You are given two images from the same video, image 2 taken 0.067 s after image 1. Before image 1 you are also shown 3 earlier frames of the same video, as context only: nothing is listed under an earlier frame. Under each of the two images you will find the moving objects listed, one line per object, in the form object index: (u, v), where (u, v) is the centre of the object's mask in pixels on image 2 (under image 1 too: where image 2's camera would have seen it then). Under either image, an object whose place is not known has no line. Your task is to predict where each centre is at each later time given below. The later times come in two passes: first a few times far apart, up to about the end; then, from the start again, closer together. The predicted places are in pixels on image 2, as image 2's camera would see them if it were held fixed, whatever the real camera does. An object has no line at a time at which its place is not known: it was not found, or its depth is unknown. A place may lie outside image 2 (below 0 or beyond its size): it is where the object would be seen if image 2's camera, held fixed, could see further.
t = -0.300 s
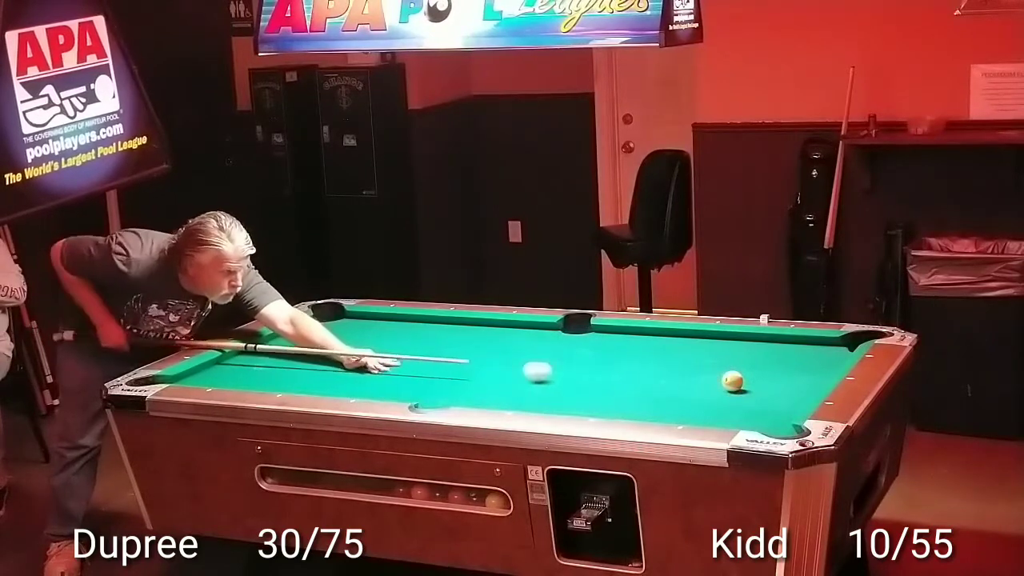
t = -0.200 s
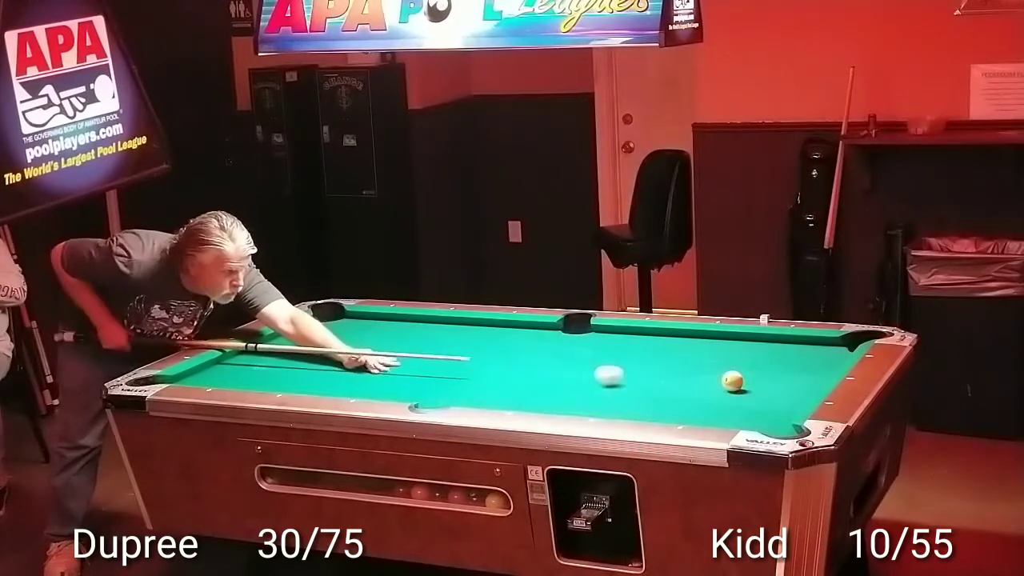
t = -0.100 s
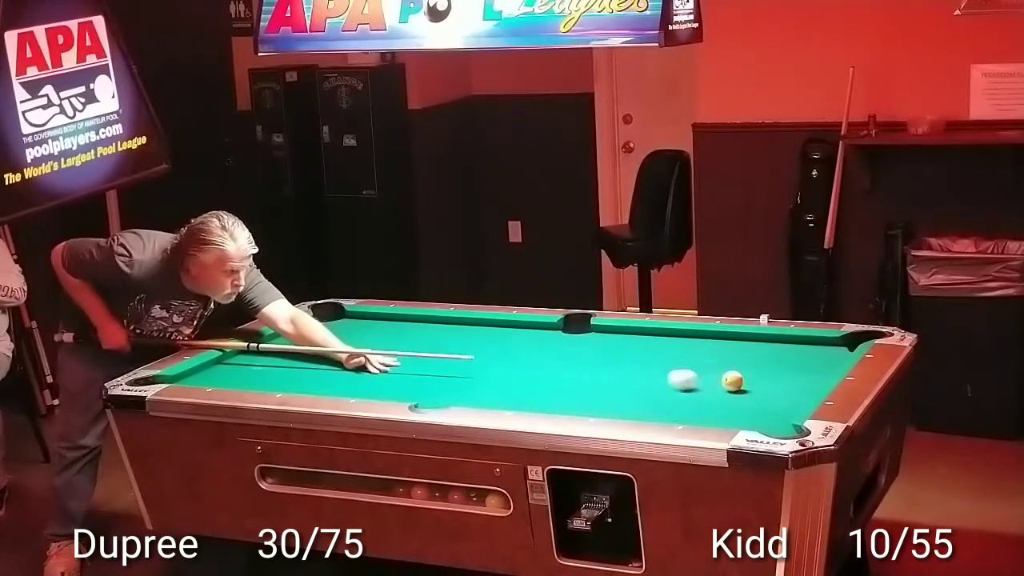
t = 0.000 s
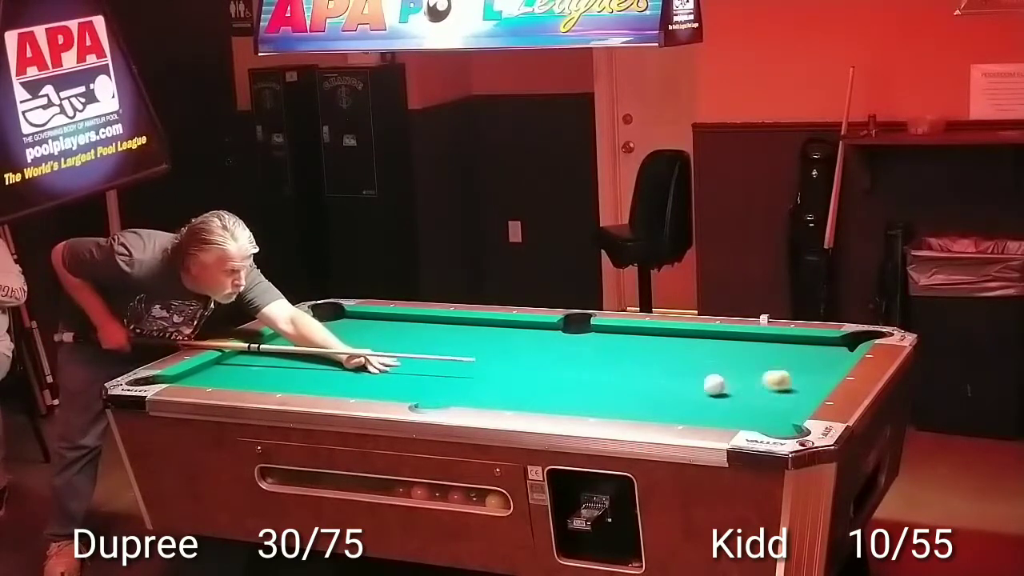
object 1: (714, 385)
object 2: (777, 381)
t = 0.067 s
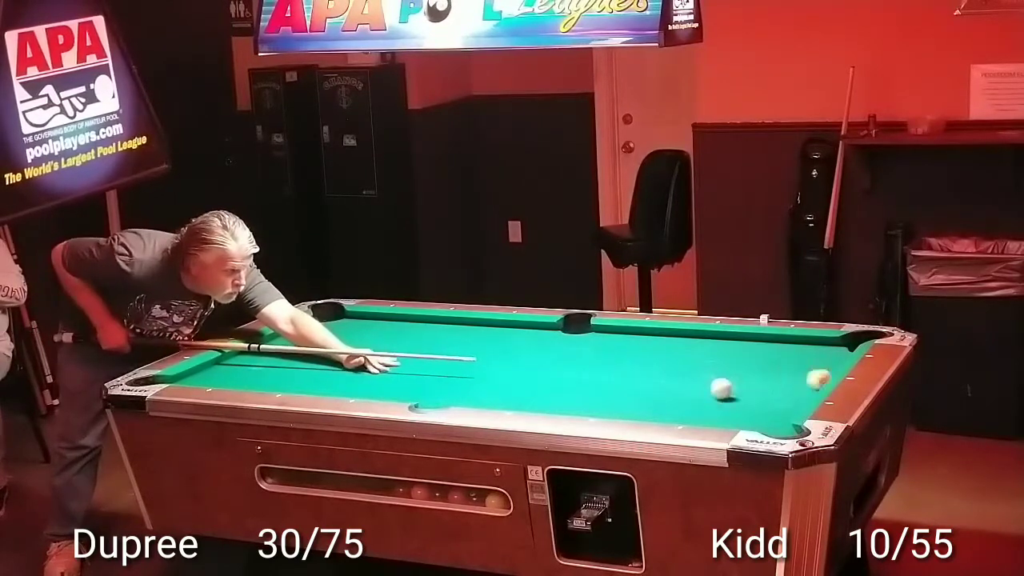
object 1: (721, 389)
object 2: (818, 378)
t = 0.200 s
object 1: (748, 396)
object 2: (785, 374)
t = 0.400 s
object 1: (791, 407)
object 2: (732, 367)
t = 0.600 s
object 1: (759, 413)
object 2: (684, 360)
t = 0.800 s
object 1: (723, 417)
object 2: (640, 354)
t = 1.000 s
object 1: (688, 419)
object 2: (598, 348)
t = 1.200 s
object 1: (667, 415)
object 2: (559, 342)
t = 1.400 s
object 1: (650, 411)
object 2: (522, 337)
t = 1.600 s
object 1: (634, 408)
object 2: (488, 332)
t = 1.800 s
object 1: (619, 403)
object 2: (455, 327)
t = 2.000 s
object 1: (605, 398)
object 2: (424, 322)
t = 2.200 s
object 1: (591, 394)
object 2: (396, 318)
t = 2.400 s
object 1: (579, 390)
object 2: (368, 316)
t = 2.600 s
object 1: (567, 387)
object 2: (338, 315)
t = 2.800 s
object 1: (557, 383)
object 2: (323, 314)
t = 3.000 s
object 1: (547, 380)
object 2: (332, 319)
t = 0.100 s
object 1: (726, 390)
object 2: (813, 379)
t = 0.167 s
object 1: (740, 394)
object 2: (794, 376)
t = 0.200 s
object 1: (748, 396)
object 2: (785, 374)
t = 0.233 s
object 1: (755, 398)
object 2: (776, 373)
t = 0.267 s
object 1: (762, 400)
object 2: (767, 372)
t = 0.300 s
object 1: (769, 402)
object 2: (758, 371)
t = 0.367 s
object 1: (784, 406)
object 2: (741, 368)
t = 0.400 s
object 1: (791, 407)
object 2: (732, 367)
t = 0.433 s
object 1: (789, 408)
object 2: (724, 366)
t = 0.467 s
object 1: (783, 410)
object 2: (716, 365)
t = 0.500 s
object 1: (778, 411)
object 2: (708, 364)
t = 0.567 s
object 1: (765, 412)
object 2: (692, 361)
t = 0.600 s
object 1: (759, 413)
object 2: (684, 360)
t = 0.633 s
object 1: (753, 414)
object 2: (677, 359)
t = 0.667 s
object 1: (747, 414)
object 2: (669, 358)
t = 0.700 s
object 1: (741, 415)
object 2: (661, 357)
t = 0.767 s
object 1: (729, 417)
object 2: (647, 355)
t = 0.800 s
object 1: (723, 417)
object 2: (640, 354)
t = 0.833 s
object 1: (717, 417)
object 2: (632, 353)
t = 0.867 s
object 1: (711, 417)
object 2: (626, 352)
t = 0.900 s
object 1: (705, 418)
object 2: (618, 351)
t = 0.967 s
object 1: (693, 418)
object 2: (605, 349)
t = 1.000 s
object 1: (688, 419)
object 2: (598, 348)
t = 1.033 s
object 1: (682, 419)
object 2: (591, 347)
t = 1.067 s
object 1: (679, 418)
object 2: (584, 346)
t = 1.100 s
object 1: (677, 417)
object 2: (578, 345)
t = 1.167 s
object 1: (670, 416)
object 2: (565, 343)
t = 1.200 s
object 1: (667, 415)
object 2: (559, 342)
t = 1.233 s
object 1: (664, 414)
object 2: (552, 341)
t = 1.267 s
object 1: (661, 414)
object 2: (546, 341)
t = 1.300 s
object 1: (658, 413)
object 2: (540, 340)
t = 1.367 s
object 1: (652, 412)
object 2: (528, 338)
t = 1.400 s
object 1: (650, 411)
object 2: (522, 337)
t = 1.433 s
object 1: (647, 411)
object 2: (516, 336)
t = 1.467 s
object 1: (645, 410)
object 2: (510, 335)
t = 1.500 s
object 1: (642, 410)
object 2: (504, 334)
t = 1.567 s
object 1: (637, 408)
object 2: (493, 333)
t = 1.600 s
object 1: (634, 408)
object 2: (488, 332)
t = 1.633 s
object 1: (631, 407)
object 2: (482, 331)
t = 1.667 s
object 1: (629, 406)
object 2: (476, 330)
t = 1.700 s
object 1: (626, 405)
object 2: (471, 329)
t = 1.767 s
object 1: (621, 404)
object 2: (460, 328)
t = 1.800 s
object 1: (619, 403)
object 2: (455, 327)
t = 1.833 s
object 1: (617, 402)
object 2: (450, 326)
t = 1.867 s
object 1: (614, 401)
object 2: (444, 325)
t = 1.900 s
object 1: (612, 400)
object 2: (439, 325)
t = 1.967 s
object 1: (607, 399)
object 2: (429, 323)
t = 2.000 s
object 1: (605, 398)
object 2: (424, 322)
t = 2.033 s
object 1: (602, 398)
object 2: (419, 322)
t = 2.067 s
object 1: (600, 397)
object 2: (414, 321)
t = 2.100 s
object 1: (598, 397)
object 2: (410, 321)
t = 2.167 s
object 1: (593, 395)
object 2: (400, 319)
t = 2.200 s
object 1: (591, 394)
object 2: (396, 318)
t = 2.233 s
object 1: (589, 394)
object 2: (391, 318)
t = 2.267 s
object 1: (587, 393)
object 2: (386, 317)
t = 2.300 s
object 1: (585, 393)
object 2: (382, 316)
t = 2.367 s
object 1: (581, 391)
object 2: (372, 316)
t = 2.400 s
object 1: (579, 390)
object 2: (368, 316)
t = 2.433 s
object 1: (577, 390)
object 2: (362, 316)
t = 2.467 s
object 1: (575, 389)
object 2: (357, 316)
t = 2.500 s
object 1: (573, 389)
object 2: (353, 315)
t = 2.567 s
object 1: (569, 388)
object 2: (343, 315)
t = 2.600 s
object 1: (567, 387)
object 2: (338, 315)
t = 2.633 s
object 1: (565, 386)
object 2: (334, 315)
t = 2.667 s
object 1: (563, 385)
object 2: (329, 315)
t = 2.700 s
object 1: (562, 385)
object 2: (324, 315)
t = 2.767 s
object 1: (558, 384)
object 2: (322, 314)
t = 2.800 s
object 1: (557, 383)
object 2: (323, 314)
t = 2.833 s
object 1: (555, 383)
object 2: (325, 314)
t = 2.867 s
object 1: (553, 382)
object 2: (328, 313)
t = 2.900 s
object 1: (551, 382)
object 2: (329, 313)
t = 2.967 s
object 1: (548, 381)
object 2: (331, 316)
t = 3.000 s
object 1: (547, 380)
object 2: (332, 319)
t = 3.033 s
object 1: (546, 380)
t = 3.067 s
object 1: (544, 379)
